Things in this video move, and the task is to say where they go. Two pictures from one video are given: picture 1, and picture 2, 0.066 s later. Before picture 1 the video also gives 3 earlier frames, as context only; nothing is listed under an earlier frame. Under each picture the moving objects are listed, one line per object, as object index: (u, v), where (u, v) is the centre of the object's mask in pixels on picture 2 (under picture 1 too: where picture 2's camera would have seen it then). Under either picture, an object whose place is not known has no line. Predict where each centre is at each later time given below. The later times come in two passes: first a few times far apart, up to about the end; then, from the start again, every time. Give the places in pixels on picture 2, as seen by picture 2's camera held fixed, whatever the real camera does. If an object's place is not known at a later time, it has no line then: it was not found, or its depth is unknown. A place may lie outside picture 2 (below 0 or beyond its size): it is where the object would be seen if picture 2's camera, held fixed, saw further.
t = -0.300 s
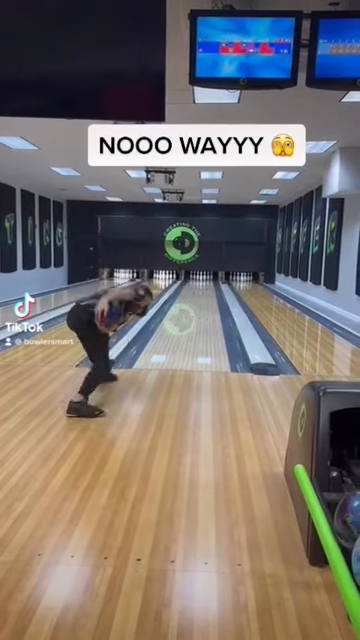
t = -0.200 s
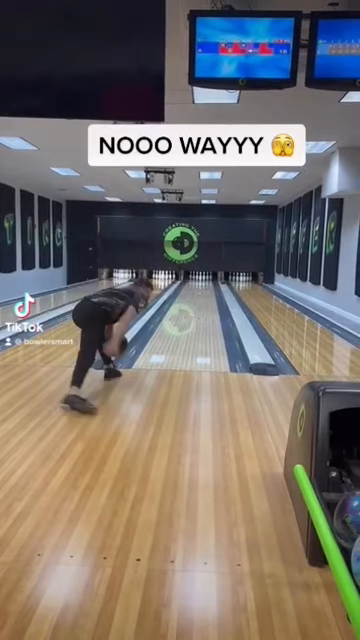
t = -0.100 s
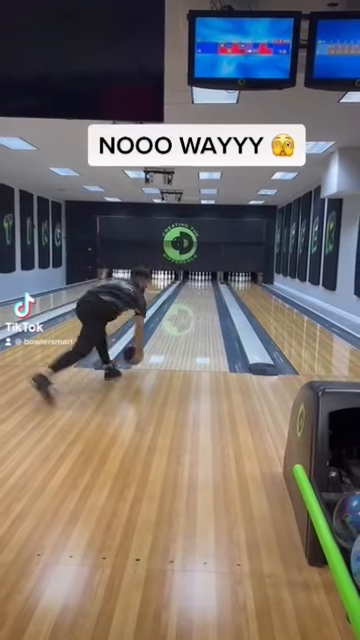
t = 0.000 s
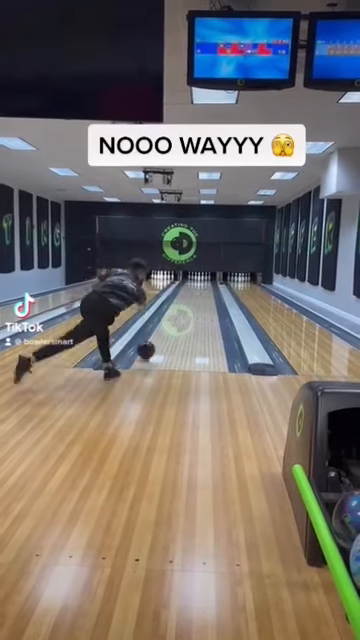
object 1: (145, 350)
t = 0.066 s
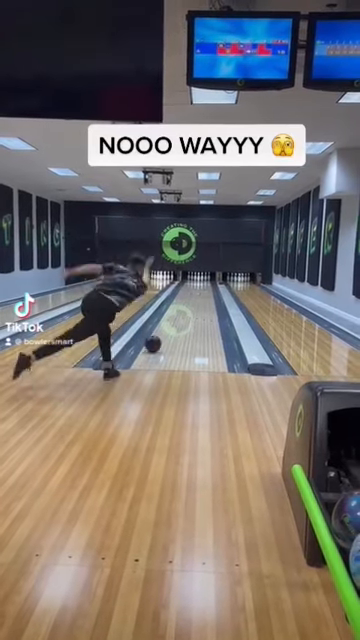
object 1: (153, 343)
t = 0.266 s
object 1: (169, 327)
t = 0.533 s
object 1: (183, 312)
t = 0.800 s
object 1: (192, 303)
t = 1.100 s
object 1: (199, 296)
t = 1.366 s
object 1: (203, 291)
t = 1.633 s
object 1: (206, 287)
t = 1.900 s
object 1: (206, 284)
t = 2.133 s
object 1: (205, 282)
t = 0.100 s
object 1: (156, 340)
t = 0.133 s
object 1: (159, 337)
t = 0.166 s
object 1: (162, 334)
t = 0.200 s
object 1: (164, 332)
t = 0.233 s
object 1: (167, 329)
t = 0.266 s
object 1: (169, 327)
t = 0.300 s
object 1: (171, 325)
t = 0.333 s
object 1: (173, 323)
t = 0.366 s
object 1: (175, 321)
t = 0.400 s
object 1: (177, 319)
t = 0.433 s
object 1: (179, 317)
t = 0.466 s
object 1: (180, 316)
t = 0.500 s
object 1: (182, 314)
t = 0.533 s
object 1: (183, 312)
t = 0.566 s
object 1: (185, 311)
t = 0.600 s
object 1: (186, 310)
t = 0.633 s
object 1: (187, 309)
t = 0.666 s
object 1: (188, 307)
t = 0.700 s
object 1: (189, 306)
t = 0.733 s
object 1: (190, 305)
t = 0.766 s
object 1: (191, 304)
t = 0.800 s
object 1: (192, 303)
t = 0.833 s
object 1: (193, 302)
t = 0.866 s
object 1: (194, 301)
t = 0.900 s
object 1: (195, 300)
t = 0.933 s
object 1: (196, 299)
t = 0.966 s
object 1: (197, 298)
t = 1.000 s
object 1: (198, 298)
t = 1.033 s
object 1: (198, 297)
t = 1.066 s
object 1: (199, 296)
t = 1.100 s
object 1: (199, 296)
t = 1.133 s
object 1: (200, 295)
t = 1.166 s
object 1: (201, 294)
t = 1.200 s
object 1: (201, 293)
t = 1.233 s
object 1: (202, 293)
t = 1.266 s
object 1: (202, 293)
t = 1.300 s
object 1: (203, 292)
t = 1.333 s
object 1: (203, 291)
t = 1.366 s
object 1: (203, 291)
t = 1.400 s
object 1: (204, 290)
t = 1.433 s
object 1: (204, 289)
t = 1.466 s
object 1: (205, 289)
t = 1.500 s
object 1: (205, 289)
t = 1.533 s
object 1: (205, 288)
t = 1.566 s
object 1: (205, 288)
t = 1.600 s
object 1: (206, 287)
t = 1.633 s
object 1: (206, 287)
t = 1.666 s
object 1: (206, 287)
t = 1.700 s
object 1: (206, 287)
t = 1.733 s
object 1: (206, 286)
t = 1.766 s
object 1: (206, 286)
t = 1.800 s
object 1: (206, 285)
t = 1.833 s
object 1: (206, 284)
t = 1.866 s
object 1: (206, 284)
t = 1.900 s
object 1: (206, 284)
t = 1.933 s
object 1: (206, 283)
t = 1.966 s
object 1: (206, 283)
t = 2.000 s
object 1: (206, 283)
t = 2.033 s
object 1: (205, 282)
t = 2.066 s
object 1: (205, 282)
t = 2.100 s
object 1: (205, 282)
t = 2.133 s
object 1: (205, 282)
